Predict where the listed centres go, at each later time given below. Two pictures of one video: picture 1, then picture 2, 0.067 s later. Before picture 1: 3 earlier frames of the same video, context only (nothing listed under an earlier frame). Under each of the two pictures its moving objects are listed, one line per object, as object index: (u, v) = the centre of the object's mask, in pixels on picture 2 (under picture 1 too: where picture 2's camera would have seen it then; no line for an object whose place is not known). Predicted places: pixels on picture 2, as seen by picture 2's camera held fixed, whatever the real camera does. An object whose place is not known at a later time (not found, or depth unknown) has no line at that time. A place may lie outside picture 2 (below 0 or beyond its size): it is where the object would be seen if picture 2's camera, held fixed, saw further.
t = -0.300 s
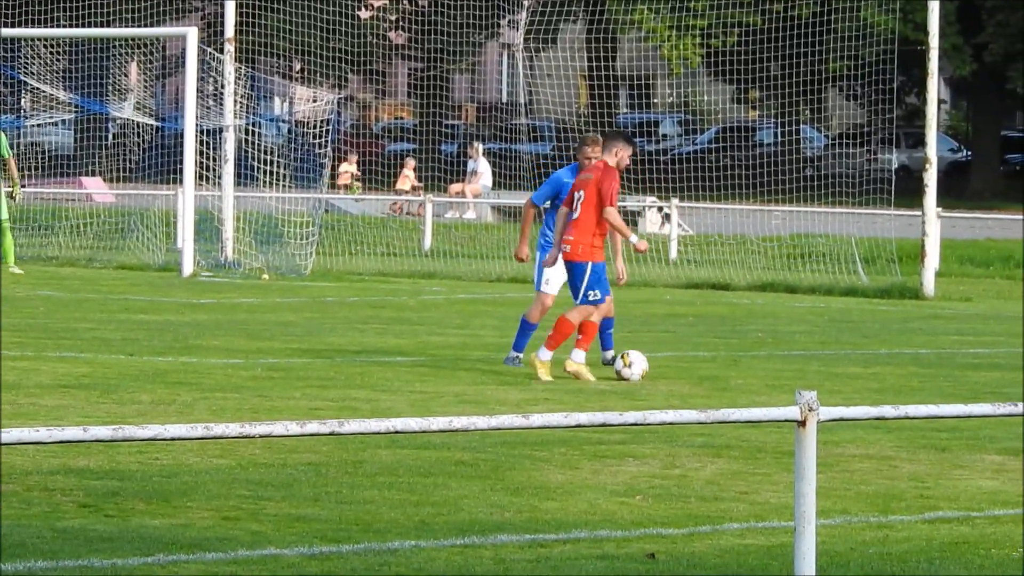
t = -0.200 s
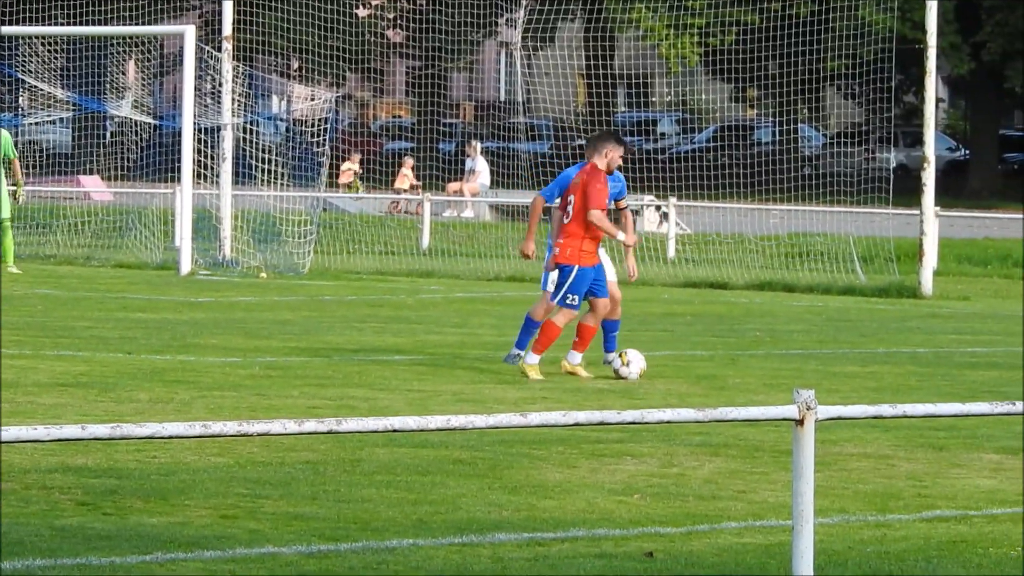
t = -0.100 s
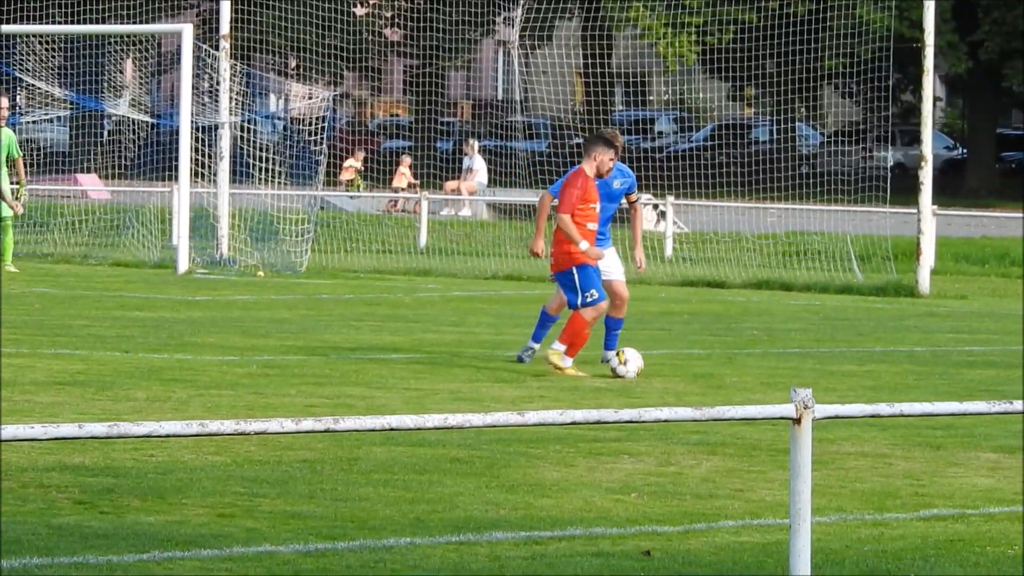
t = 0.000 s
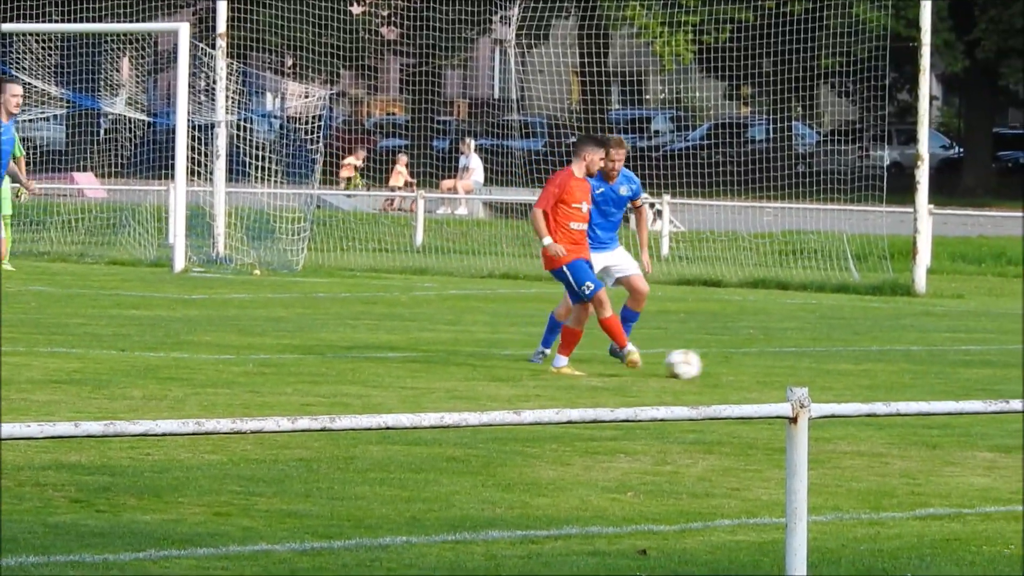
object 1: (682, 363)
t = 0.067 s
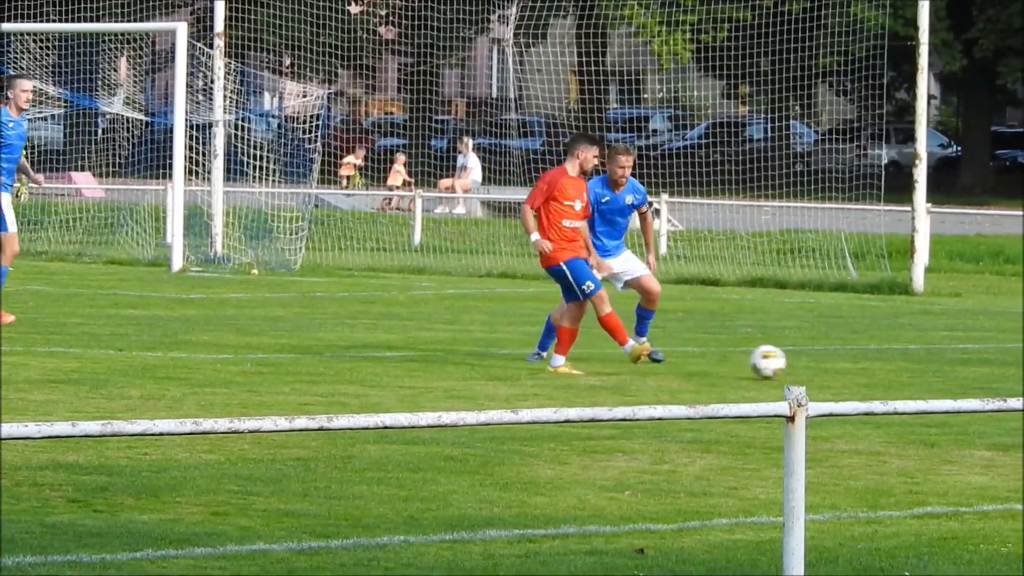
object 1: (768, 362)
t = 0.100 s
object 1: (811, 362)
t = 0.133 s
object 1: (852, 364)
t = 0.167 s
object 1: (895, 367)
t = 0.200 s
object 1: (934, 370)
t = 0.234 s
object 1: (967, 369)
